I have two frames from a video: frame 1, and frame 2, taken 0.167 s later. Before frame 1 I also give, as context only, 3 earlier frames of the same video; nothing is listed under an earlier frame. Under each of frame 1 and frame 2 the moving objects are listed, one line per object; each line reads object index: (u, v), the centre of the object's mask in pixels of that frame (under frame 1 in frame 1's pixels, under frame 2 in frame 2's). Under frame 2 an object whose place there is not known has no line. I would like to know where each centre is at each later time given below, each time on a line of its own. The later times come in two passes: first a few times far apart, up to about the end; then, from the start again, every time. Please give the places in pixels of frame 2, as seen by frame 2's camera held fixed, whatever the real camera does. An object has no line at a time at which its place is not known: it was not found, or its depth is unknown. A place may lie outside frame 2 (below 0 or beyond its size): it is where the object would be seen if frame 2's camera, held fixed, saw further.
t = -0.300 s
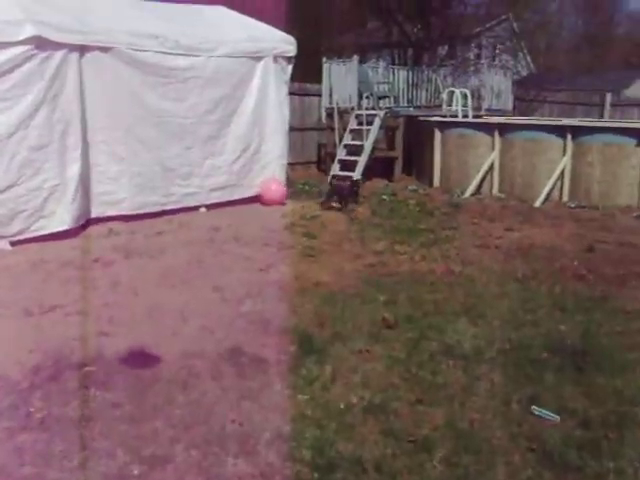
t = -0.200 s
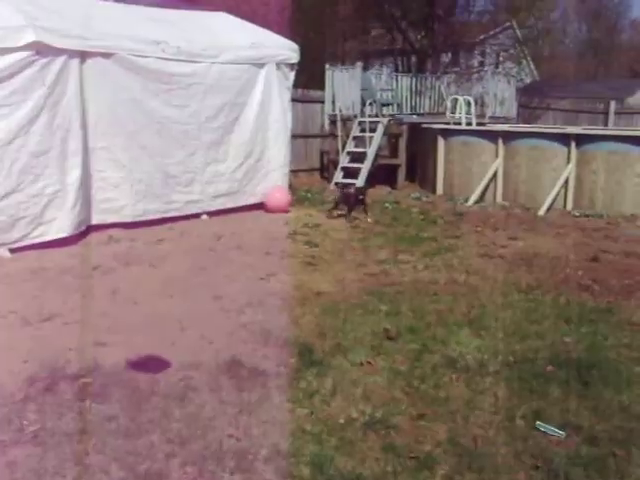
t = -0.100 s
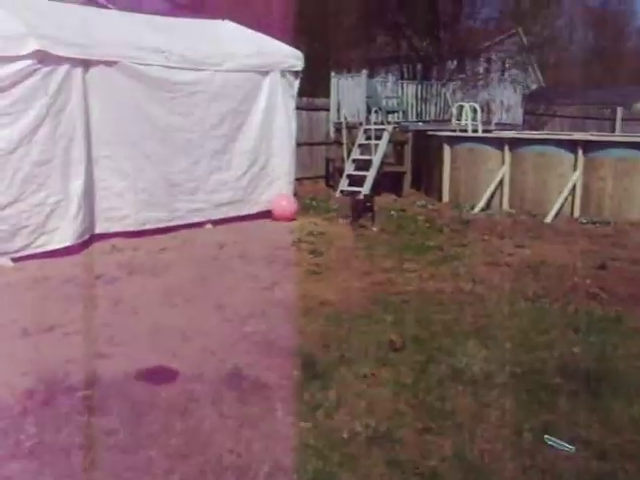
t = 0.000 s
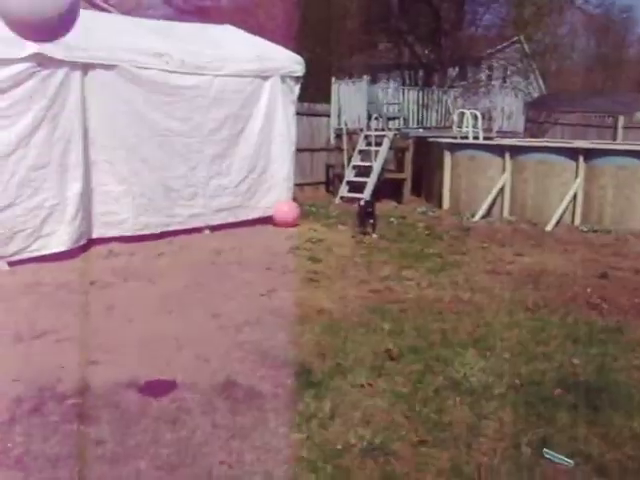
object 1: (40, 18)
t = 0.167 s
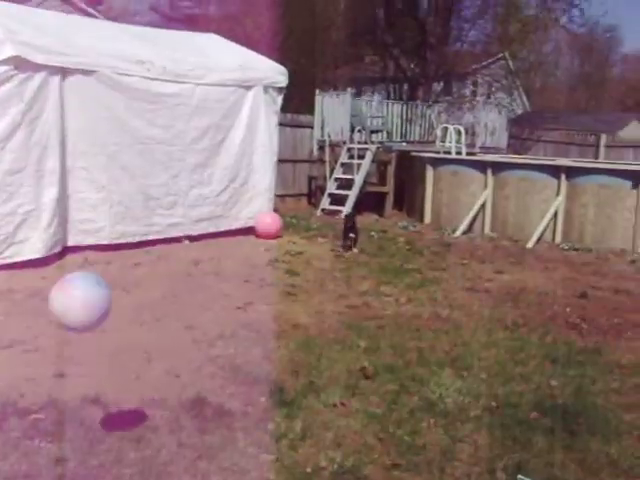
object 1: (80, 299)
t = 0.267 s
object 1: (107, 425)
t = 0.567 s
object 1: (112, 207)
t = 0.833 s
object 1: (129, 157)
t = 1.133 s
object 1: (142, 269)
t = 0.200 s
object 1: (89, 345)
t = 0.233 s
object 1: (99, 387)
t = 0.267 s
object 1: (107, 425)
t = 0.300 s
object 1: (108, 408)
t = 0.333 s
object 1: (108, 375)
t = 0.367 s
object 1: (108, 344)
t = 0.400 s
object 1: (108, 315)
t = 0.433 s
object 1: (110, 288)
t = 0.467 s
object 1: (108, 264)
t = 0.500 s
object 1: (110, 242)
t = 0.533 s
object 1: (110, 223)
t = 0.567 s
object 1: (112, 207)
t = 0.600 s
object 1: (114, 191)
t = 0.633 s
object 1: (116, 179)
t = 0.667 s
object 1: (118, 169)
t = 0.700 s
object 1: (120, 162)
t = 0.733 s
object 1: (122, 157)
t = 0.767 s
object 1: (125, 155)
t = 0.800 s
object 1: (126, 155)
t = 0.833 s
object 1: (129, 157)
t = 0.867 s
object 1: (130, 161)
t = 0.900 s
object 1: (133, 168)
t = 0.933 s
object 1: (134, 177)
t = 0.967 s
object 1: (136, 188)
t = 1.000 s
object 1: (138, 201)
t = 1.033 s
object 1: (139, 216)
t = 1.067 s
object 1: (141, 232)
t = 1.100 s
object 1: (142, 251)
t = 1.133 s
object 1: (142, 269)
